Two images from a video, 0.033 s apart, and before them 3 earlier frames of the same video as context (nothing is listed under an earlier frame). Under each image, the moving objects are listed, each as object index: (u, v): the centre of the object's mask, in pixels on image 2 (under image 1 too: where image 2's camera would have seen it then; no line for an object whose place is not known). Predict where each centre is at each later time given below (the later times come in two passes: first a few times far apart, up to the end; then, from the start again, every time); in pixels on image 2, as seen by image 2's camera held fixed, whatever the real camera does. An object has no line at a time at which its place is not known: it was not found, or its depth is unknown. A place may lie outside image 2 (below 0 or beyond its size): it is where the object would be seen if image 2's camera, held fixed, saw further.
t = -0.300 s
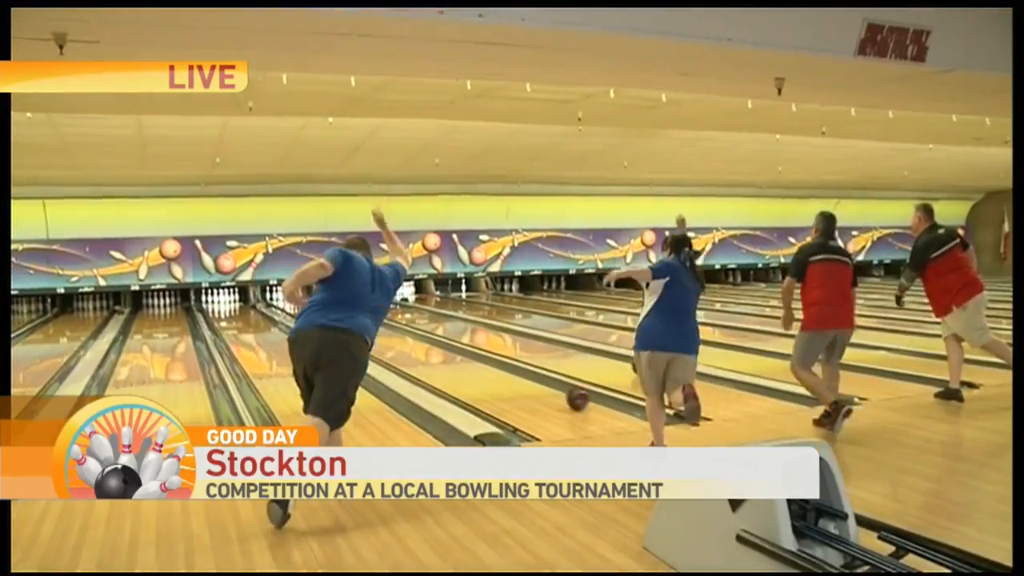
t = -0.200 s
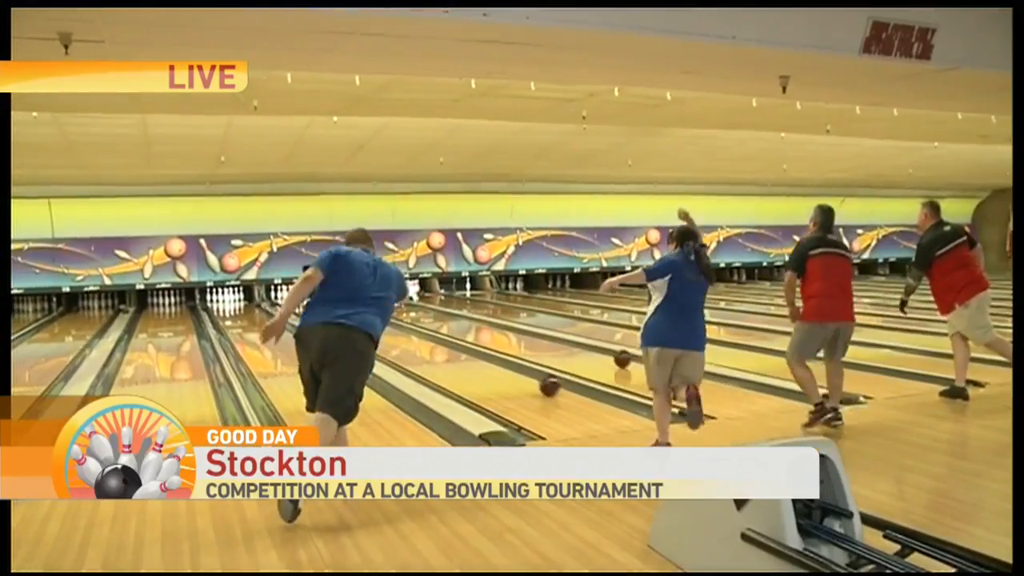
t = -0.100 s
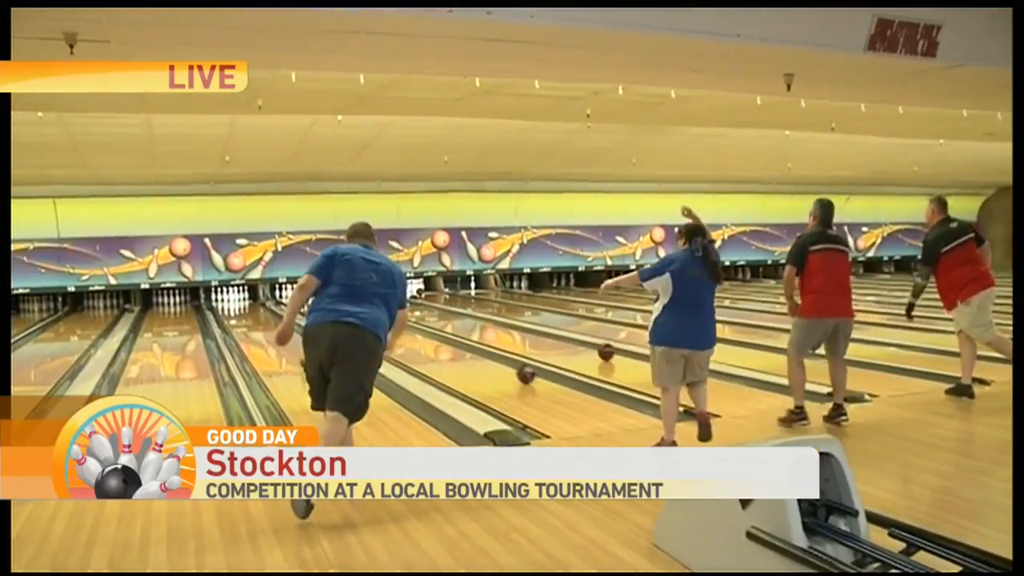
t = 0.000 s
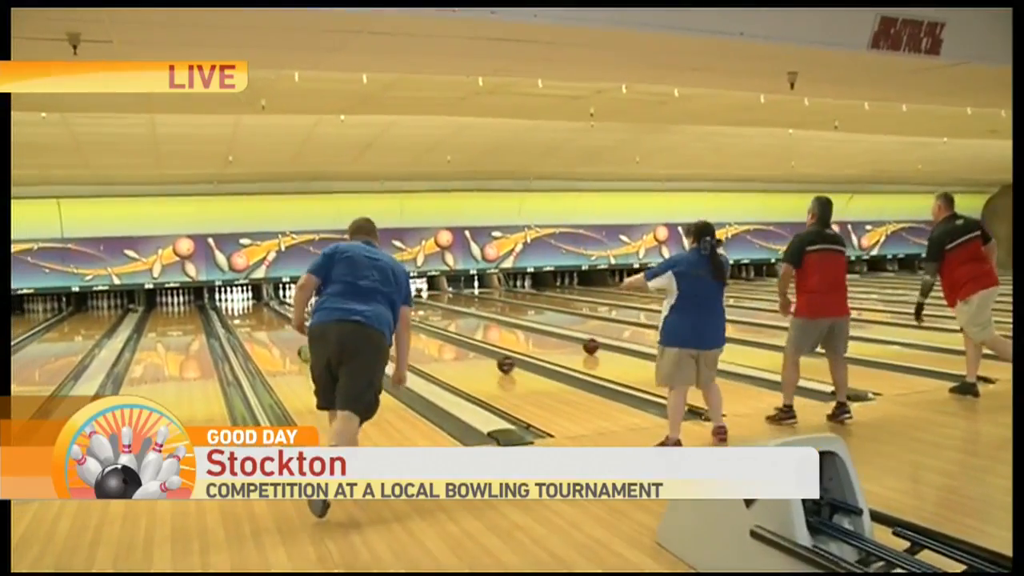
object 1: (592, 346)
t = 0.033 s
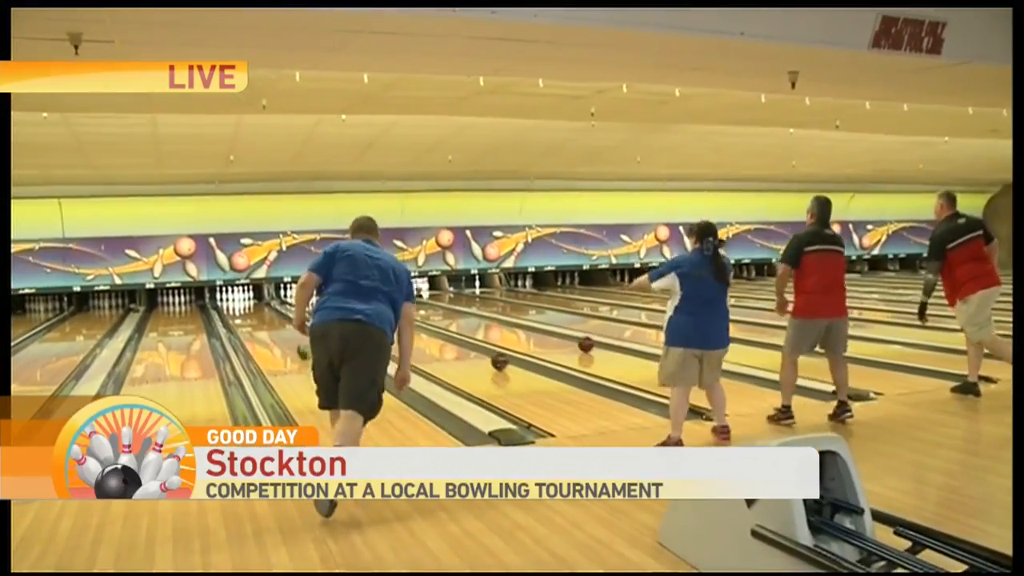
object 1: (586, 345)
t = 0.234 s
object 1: (554, 336)
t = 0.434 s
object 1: (528, 329)
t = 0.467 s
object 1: (524, 327)
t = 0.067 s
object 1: (580, 343)
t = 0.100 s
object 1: (574, 341)
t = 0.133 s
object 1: (569, 340)
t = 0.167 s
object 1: (564, 338)
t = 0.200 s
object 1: (558, 337)
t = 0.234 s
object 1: (554, 336)
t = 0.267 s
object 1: (549, 335)
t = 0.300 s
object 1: (545, 333)
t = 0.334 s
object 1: (540, 332)
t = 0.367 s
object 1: (536, 331)
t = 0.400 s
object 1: (531, 330)
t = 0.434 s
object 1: (528, 329)
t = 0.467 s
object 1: (524, 327)
